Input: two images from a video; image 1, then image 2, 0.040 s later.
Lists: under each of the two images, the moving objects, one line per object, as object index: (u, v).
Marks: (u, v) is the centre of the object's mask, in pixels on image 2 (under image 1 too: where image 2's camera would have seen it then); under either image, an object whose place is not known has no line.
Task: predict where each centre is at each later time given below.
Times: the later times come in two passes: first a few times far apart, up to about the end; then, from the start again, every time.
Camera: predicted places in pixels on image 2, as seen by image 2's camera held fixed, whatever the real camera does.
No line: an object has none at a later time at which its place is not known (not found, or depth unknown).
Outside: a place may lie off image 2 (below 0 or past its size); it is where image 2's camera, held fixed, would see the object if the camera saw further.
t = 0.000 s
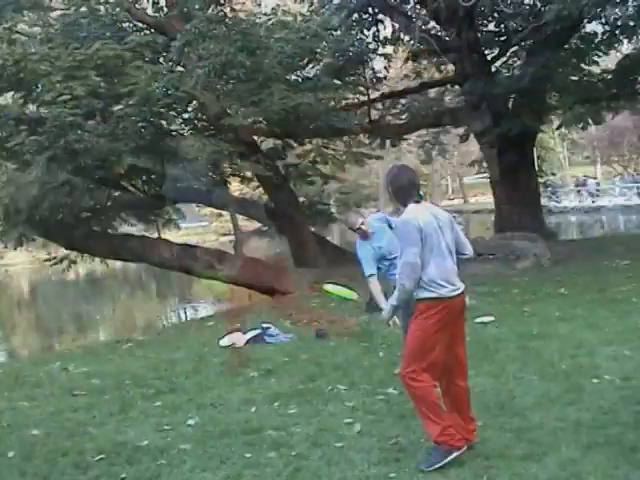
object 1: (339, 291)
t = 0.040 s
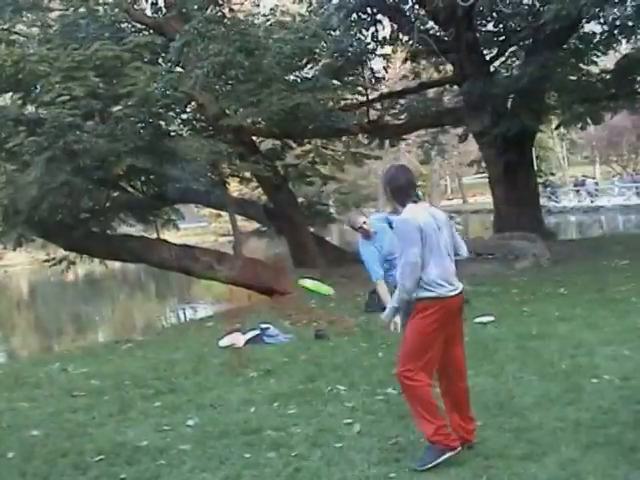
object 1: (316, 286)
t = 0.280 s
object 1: (169, 256)
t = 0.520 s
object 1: (12, 251)
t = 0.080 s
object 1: (291, 280)
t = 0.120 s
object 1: (268, 275)
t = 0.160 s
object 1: (244, 269)
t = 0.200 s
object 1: (219, 265)
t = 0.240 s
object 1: (195, 260)
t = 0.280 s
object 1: (169, 256)
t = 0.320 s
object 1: (144, 253)
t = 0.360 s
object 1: (118, 251)
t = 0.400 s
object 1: (91, 249)
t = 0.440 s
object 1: (65, 249)
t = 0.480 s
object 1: (40, 250)
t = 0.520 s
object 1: (12, 251)
